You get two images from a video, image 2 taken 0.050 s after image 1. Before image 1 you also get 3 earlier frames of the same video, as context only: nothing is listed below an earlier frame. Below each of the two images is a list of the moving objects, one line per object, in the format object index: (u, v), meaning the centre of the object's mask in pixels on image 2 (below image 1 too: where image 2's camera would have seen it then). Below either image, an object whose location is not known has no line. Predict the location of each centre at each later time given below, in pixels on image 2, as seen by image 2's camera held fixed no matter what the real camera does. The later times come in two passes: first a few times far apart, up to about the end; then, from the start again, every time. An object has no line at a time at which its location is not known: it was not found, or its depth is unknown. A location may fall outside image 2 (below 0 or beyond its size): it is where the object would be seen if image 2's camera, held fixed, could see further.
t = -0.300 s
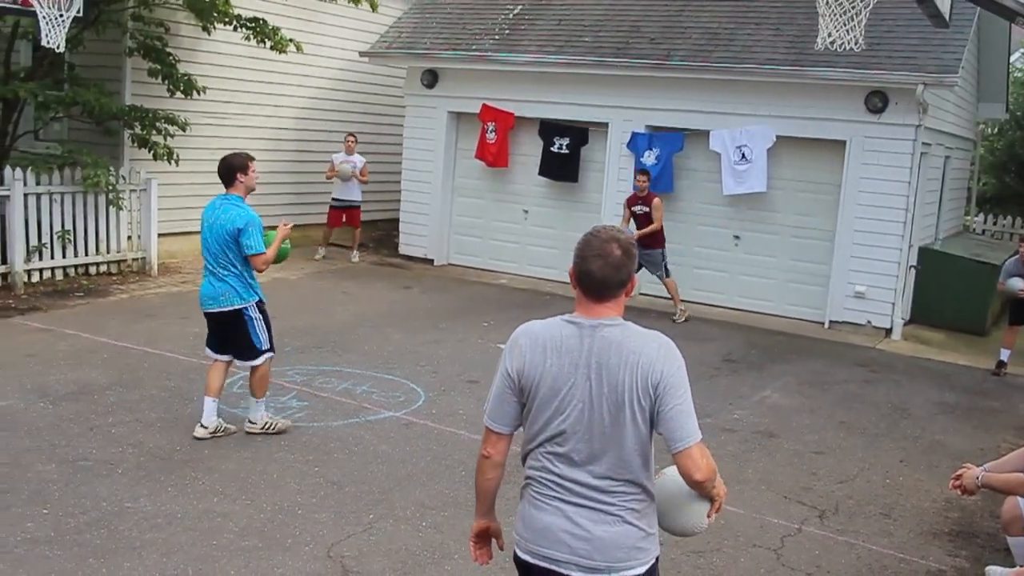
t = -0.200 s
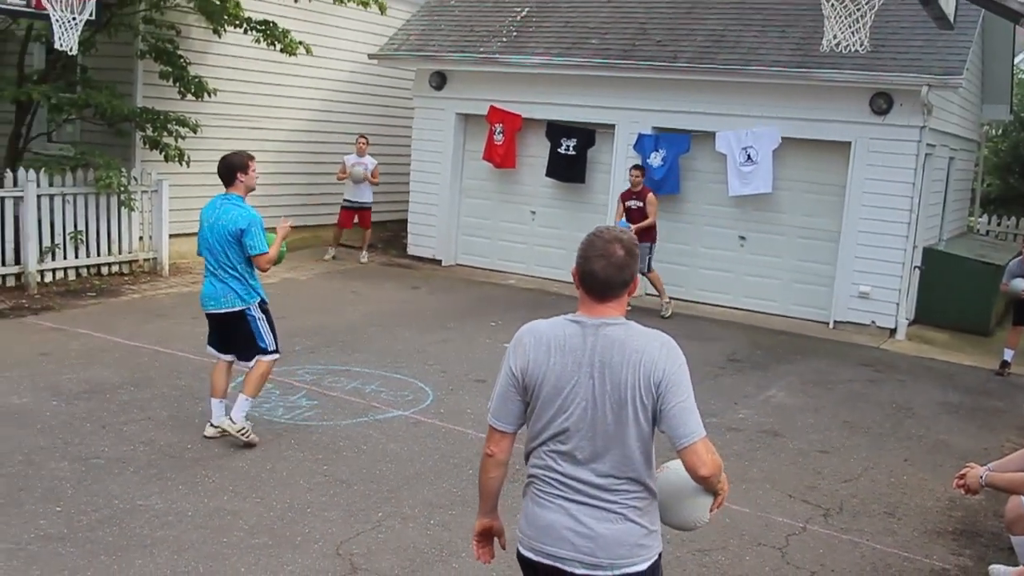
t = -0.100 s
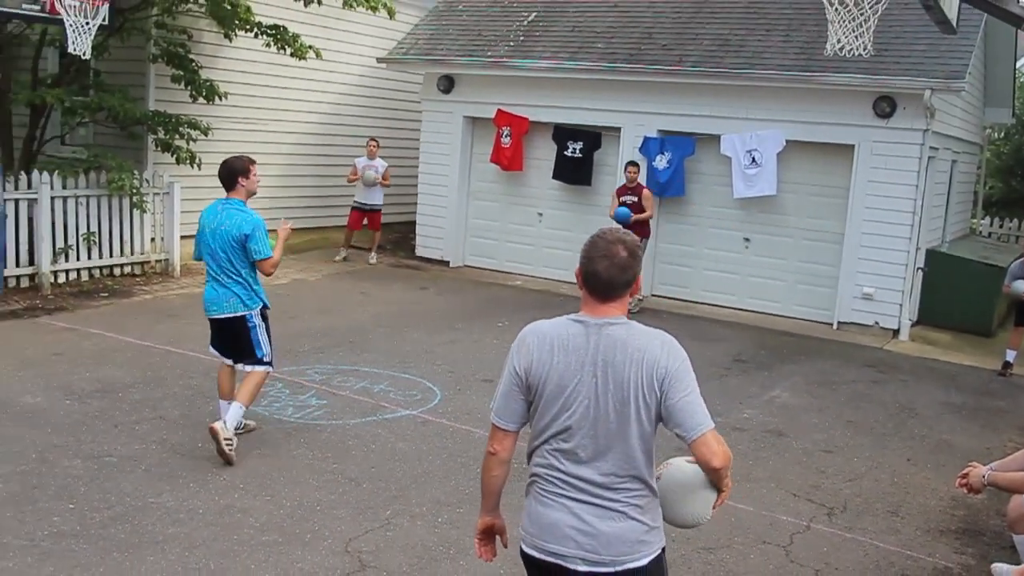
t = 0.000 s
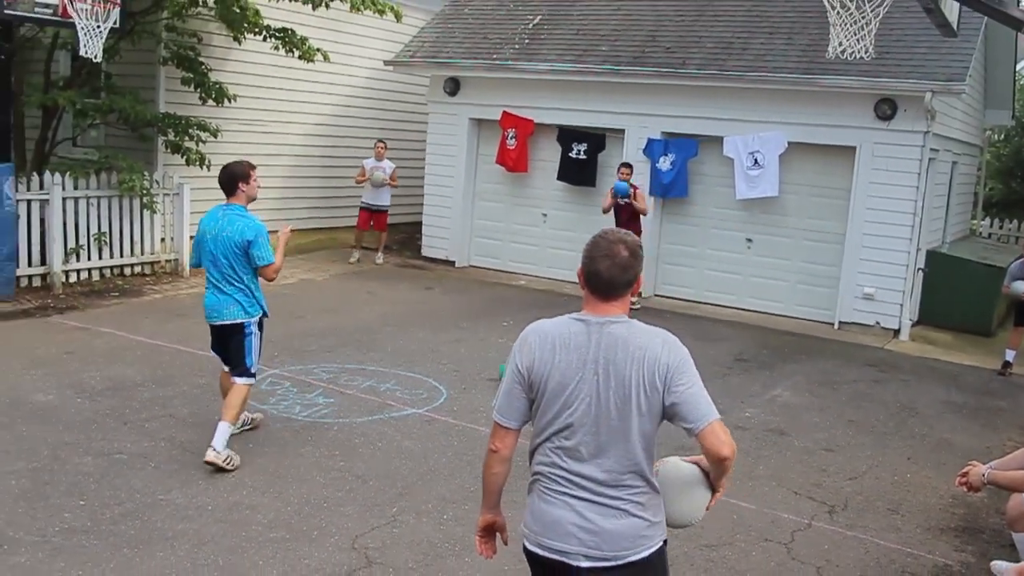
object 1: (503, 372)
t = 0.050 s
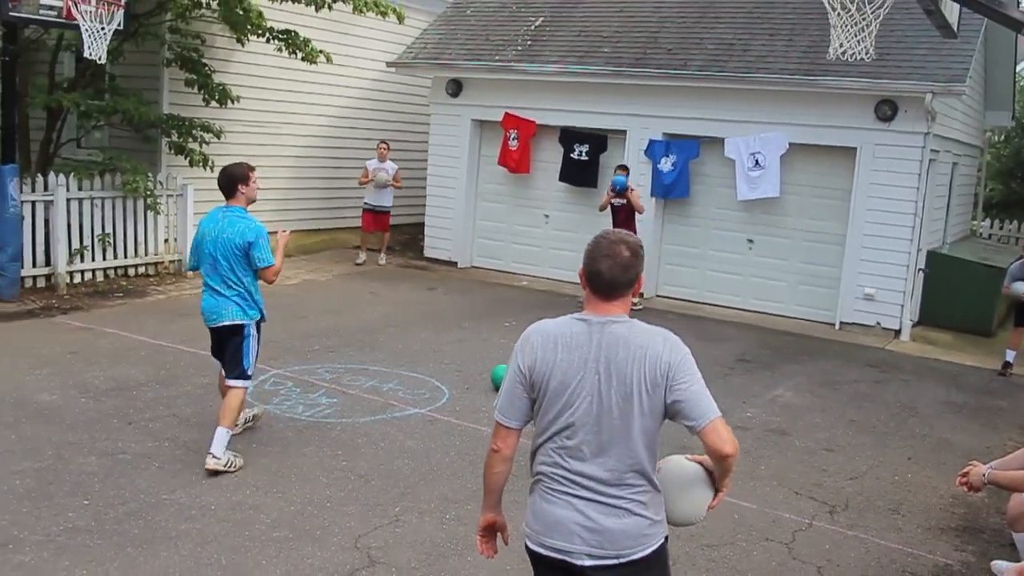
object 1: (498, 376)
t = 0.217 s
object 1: (470, 390)
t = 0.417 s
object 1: (427, 402)
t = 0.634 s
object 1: (377, 421)
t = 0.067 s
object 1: (496, 378)
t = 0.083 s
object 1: (494, 379)
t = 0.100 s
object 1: (492, 381)
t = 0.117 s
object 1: (489, 382)
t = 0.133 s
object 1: (487, 383)
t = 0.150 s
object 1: (483, 384)
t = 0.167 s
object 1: (480, 385)
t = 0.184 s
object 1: (477, 387)
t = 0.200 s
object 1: (473, 388)
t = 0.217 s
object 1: (470, 390)
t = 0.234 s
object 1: (466, 390)
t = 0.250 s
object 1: (463, 390)
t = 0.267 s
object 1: (460, 391)
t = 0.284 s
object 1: (456, 392)
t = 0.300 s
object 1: (452, 394)
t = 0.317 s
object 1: (449, 396)
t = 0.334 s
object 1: (445, 398)
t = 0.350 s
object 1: (442, 399)
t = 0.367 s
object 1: (438, 399)
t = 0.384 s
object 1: (435, 400)
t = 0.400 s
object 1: (431, 401)
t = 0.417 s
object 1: (427, 402)
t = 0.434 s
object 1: (423, 404)
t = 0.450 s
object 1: (420, 406)
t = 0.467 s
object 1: (416, 408)
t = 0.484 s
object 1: (412, 409)
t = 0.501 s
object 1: (408, 410)
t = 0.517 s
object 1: (404, 411)
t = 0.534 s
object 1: (400, 412)
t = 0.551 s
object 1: (396, 414)
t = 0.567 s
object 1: (393, 416)
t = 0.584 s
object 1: (389, 418)
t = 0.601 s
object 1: (385, 419)
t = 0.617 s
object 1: (381, 420)
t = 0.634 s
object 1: (377, 421)
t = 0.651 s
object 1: (373, 423)
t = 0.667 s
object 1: (369, 425)
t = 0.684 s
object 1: (365, 427)
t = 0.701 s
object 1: (361, 429)
